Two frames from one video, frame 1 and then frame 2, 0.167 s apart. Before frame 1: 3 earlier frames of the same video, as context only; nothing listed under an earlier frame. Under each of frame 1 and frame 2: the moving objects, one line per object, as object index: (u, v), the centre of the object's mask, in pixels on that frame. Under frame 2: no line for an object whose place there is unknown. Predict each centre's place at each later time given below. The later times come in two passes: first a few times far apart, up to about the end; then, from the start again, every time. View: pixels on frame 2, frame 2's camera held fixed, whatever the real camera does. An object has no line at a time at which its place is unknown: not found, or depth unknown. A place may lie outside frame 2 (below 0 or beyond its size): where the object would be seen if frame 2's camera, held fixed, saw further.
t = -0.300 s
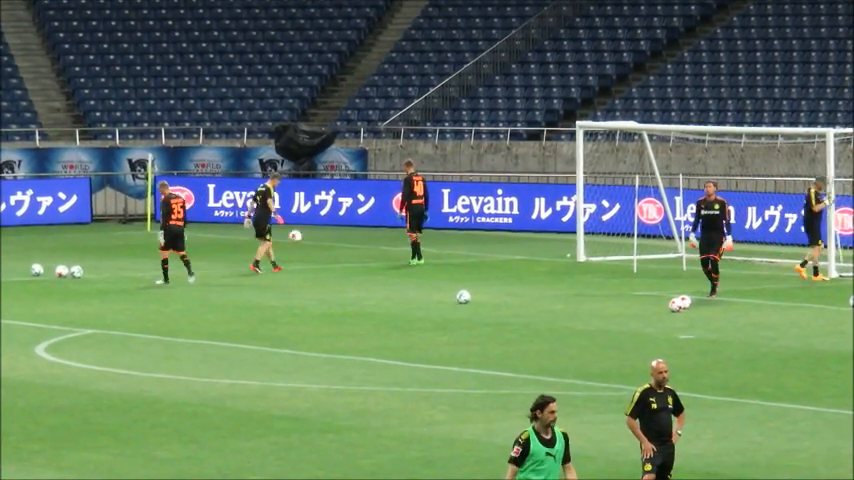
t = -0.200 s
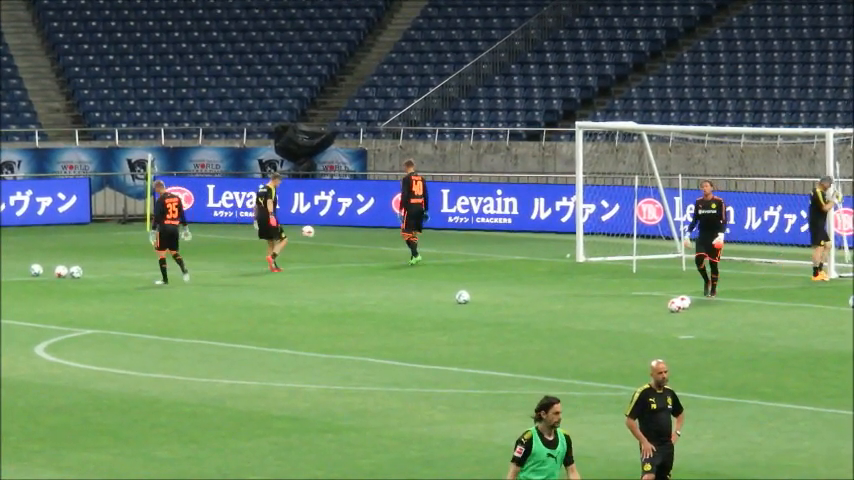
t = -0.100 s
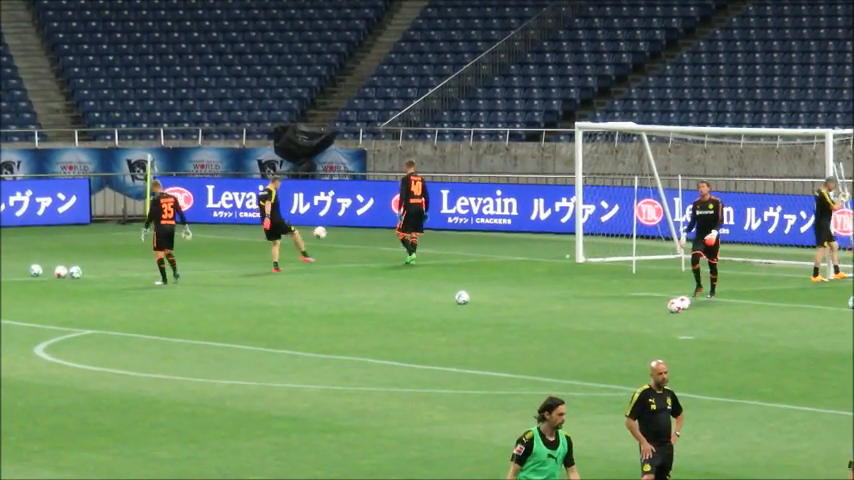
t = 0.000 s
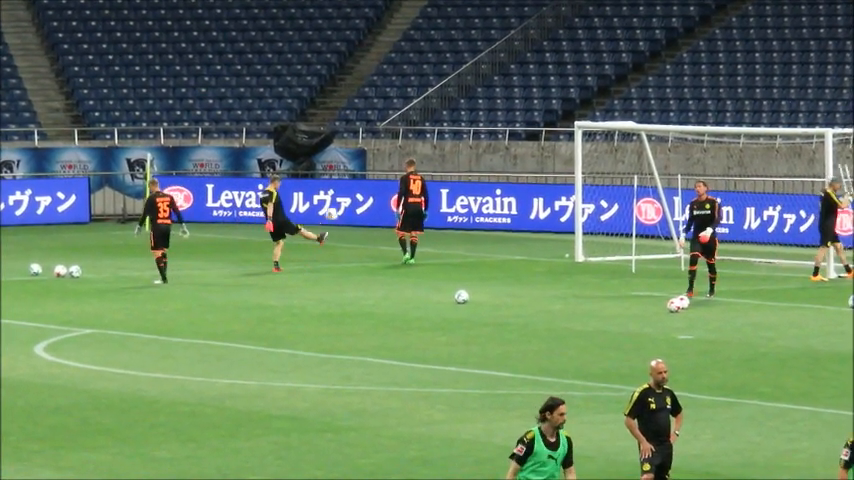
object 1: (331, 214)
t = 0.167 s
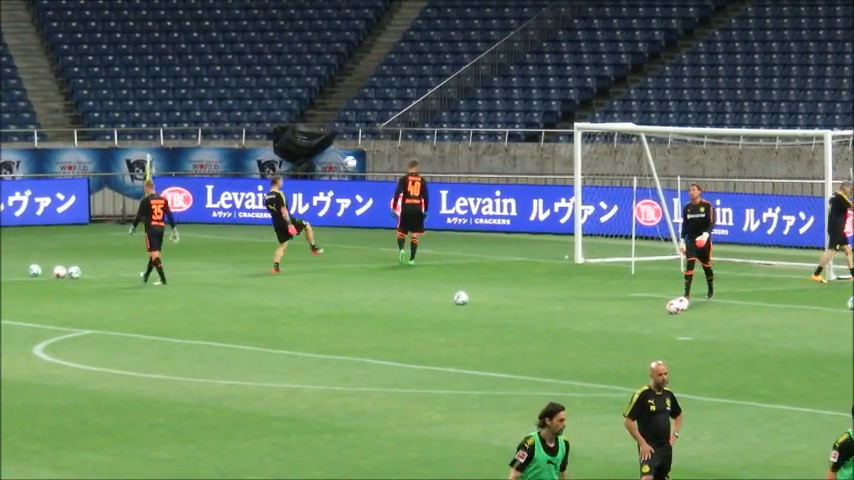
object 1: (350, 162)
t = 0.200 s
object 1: (353, 153)
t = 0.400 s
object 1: (376, 114)
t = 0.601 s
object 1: (398, 95)
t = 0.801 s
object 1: (421, 99)
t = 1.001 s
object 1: (444, 123)
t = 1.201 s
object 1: (466, 169)
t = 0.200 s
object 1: (353, 153)
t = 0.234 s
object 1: (357, 145)
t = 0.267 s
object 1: (361, 137)
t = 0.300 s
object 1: (364, 130)
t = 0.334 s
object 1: (368, 124)
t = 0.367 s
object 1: (372, 119)
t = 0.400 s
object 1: (376, 114)
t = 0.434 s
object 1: (380, 109)
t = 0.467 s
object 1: (383, 105)
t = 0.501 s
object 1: (387, 101)
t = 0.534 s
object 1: (391, 99)
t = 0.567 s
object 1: (395, 97)
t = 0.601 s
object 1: (398, 95)
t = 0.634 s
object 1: (402, 94)
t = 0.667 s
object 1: (406, 94)
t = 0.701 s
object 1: (410, 94)
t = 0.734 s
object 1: (414, 95)
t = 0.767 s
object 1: (417, 97)
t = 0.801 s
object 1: (421, 99)
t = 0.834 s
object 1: (425, 101)
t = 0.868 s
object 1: (429, 105)
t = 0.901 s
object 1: (433, 109)
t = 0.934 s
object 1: (436, 113)
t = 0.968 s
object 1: (440, 118)
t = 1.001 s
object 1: (444, 123)
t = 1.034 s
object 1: (448, 130)
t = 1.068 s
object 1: (451, 136)
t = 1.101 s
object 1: (455, 144)
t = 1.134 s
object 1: (459, 152)
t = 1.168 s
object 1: (462, 160)
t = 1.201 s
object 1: (466, 169)
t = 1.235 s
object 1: (470, 179)
